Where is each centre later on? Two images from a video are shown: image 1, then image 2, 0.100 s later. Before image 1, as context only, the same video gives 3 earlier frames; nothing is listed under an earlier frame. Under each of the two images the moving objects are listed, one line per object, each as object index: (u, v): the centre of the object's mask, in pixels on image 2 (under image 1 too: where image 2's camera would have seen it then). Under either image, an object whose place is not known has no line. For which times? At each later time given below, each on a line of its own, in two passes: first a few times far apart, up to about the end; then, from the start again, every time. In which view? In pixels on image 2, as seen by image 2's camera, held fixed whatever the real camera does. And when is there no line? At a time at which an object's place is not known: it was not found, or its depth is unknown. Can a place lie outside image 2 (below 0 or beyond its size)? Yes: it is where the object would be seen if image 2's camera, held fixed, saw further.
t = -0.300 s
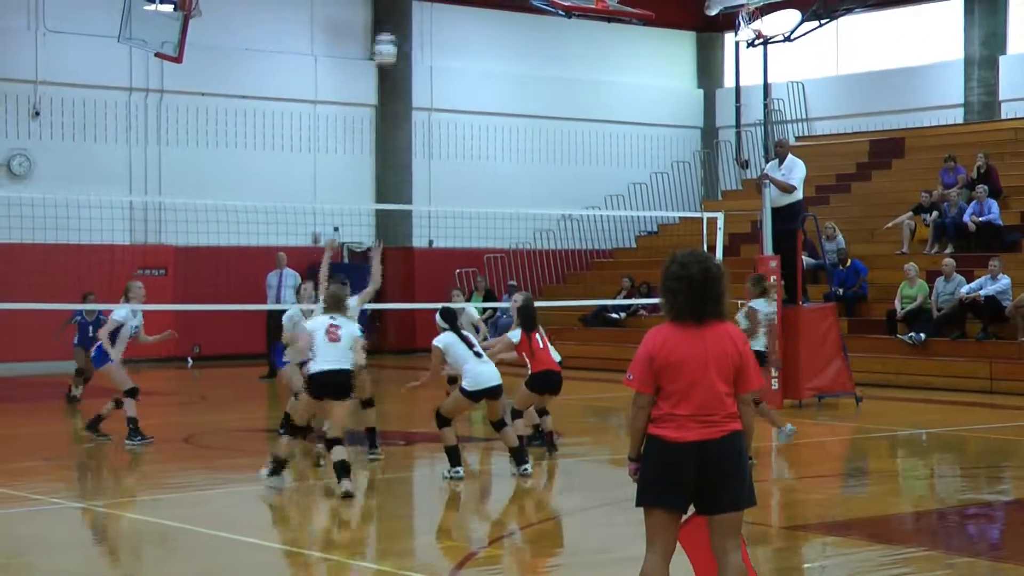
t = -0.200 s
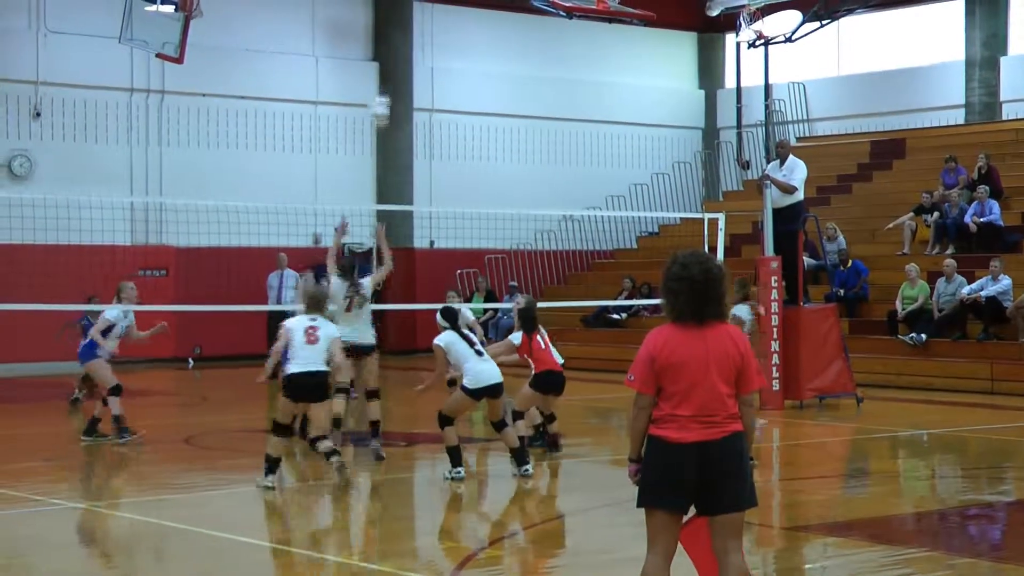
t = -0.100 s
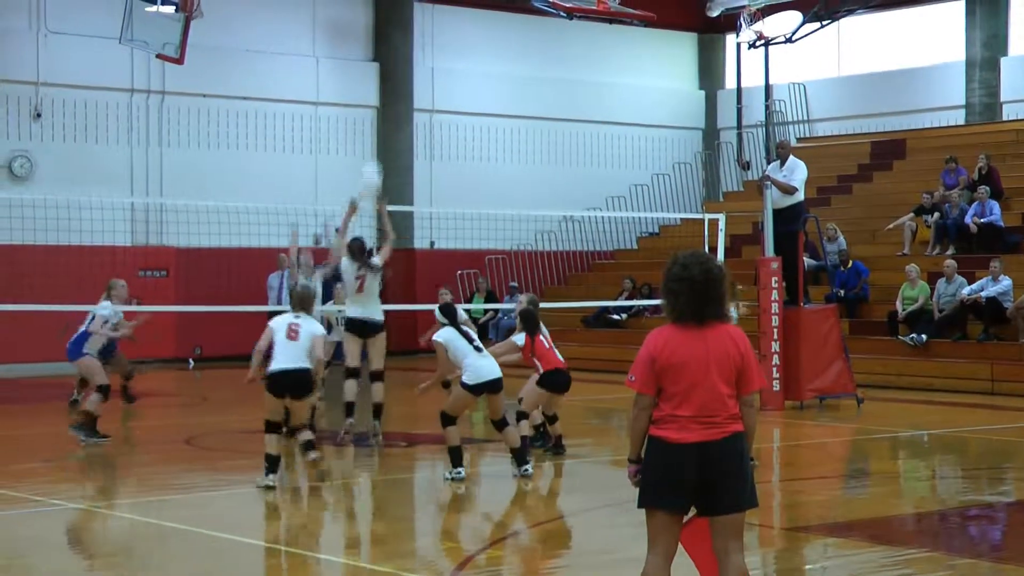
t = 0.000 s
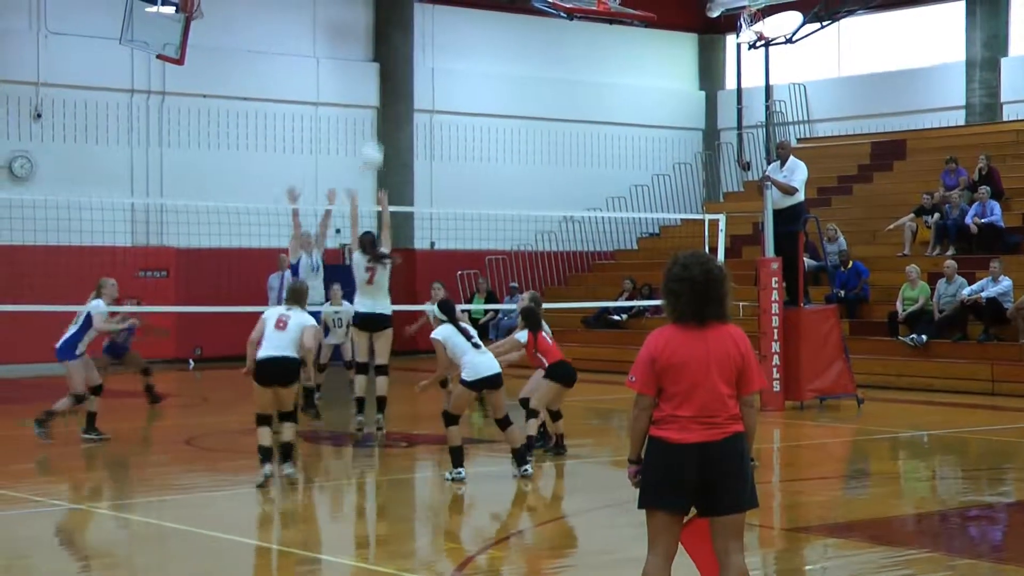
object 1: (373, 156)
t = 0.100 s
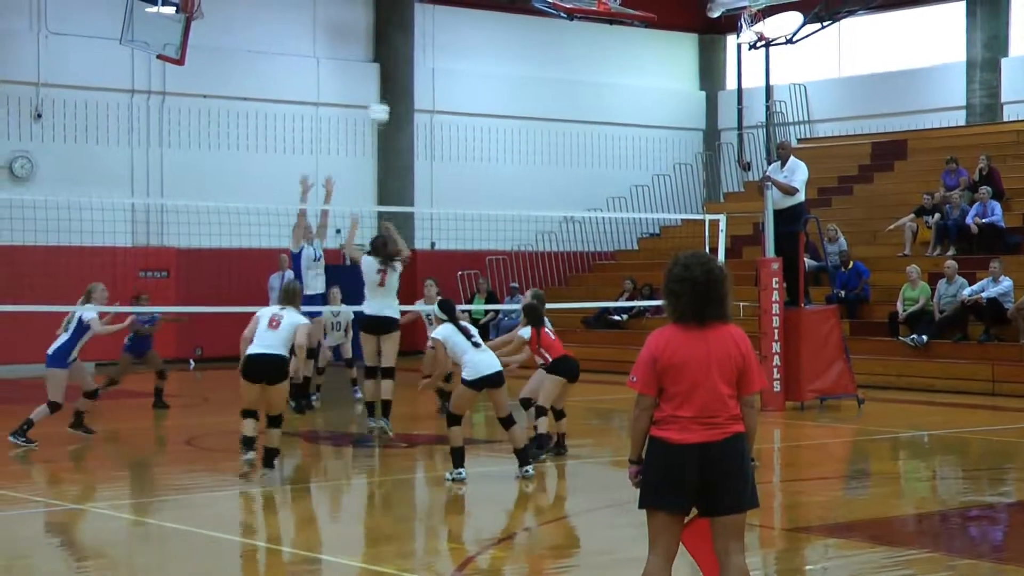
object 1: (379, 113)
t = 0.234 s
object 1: (384, 77)
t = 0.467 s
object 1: (390, 67)
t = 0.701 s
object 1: (398, 102)
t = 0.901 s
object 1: (404, 162)
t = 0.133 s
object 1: (381, 104)
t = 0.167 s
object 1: (382, 94)
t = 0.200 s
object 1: (383, 85)
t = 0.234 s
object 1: (384, 77)
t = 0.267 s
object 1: (384, 73)
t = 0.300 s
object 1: (385, 70)
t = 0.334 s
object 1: (386, 67)
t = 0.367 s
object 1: (387, 65)
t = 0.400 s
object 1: (388, 65)
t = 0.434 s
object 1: (388, 65)
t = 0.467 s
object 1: (390, 67)
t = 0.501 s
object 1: (391, 69)
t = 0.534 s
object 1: (392, 73)
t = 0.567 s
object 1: (393, 77)
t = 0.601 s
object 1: (395, 82)
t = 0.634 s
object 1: (396, 88)
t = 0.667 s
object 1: (397, 94)
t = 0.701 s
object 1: (398, 102)
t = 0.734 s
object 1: (399, 110)
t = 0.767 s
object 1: (401, 119)
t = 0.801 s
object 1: (401, 128)
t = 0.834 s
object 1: (403, 139)
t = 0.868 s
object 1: (403, 150)
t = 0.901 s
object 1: (404, 162)
